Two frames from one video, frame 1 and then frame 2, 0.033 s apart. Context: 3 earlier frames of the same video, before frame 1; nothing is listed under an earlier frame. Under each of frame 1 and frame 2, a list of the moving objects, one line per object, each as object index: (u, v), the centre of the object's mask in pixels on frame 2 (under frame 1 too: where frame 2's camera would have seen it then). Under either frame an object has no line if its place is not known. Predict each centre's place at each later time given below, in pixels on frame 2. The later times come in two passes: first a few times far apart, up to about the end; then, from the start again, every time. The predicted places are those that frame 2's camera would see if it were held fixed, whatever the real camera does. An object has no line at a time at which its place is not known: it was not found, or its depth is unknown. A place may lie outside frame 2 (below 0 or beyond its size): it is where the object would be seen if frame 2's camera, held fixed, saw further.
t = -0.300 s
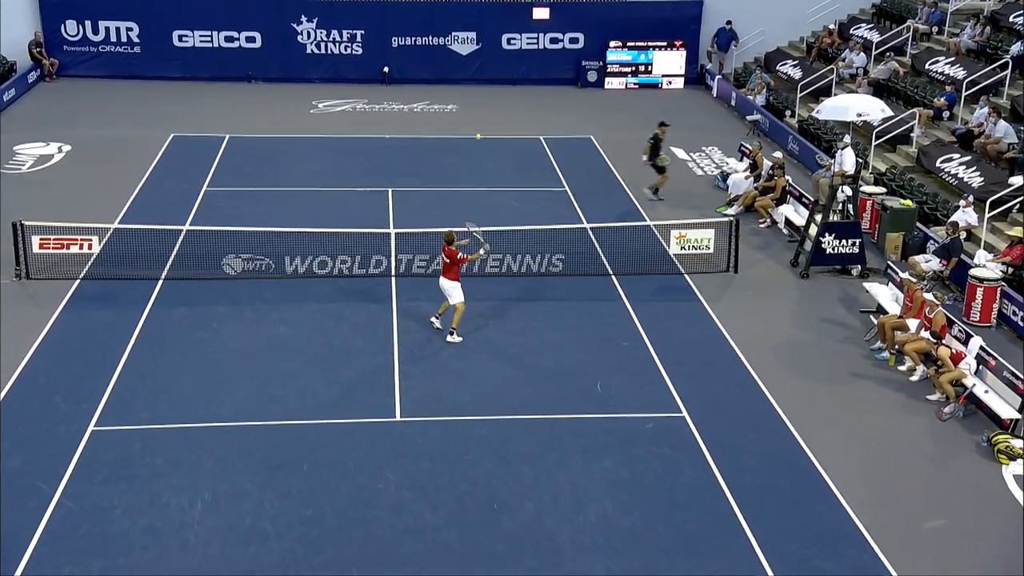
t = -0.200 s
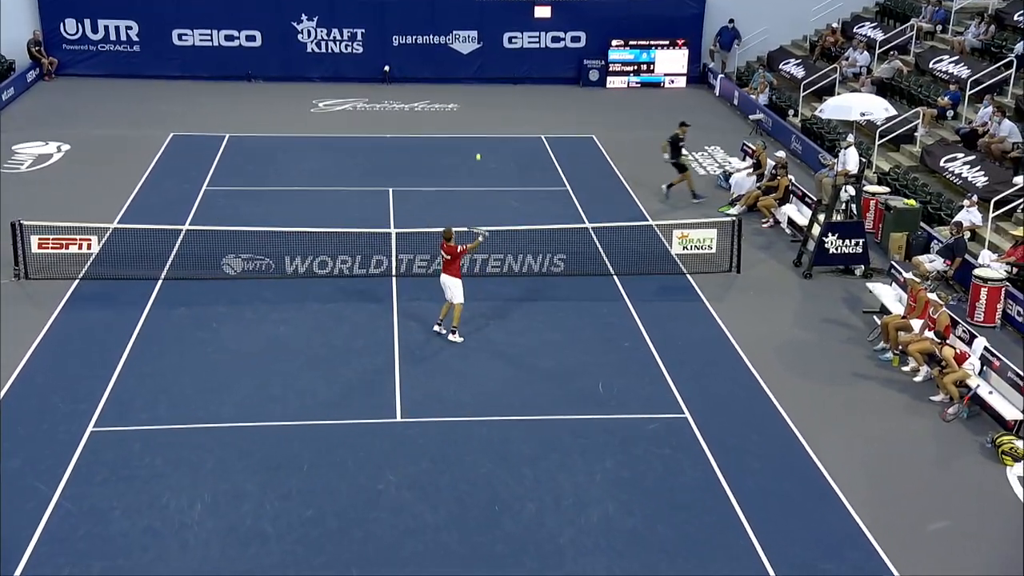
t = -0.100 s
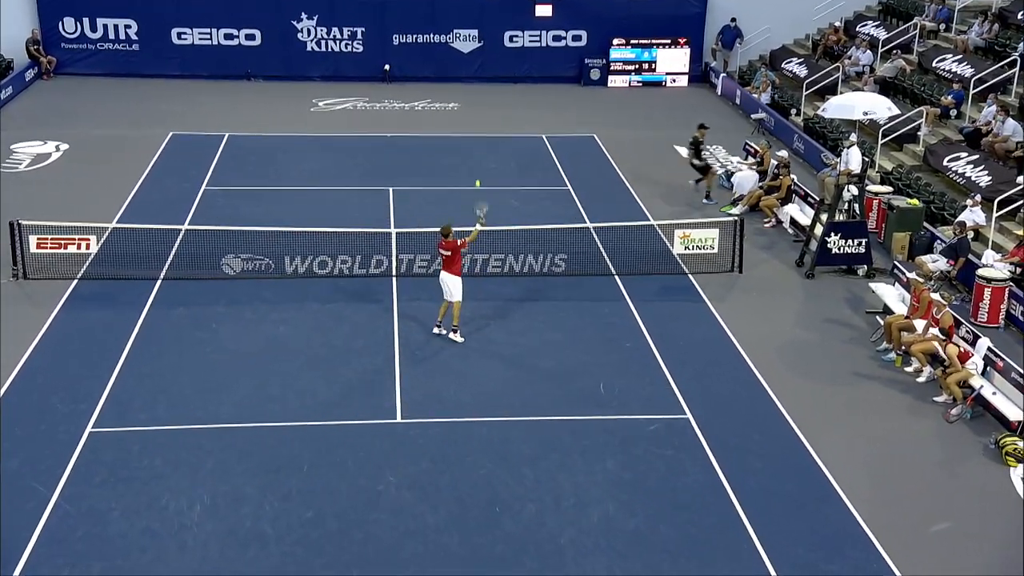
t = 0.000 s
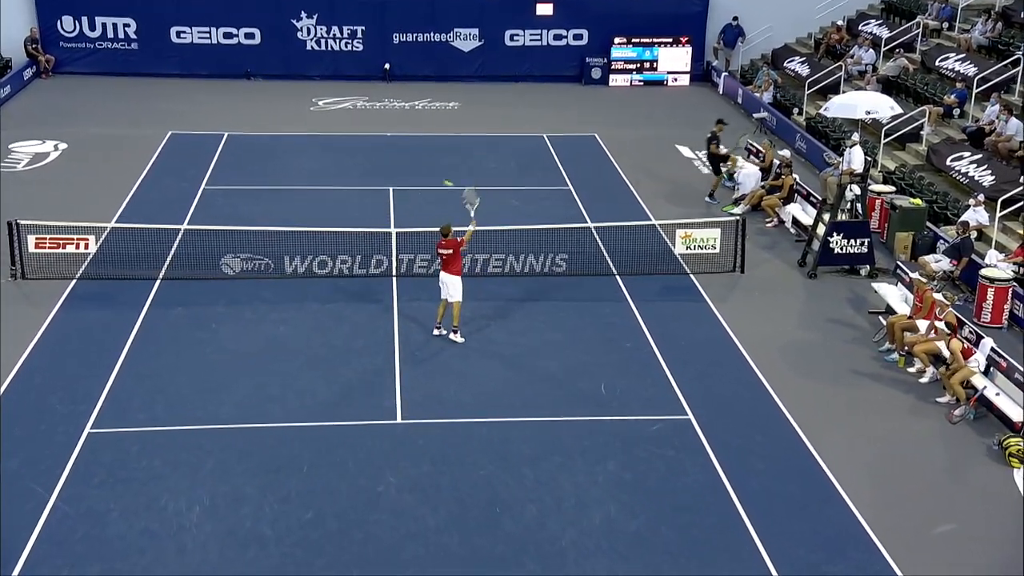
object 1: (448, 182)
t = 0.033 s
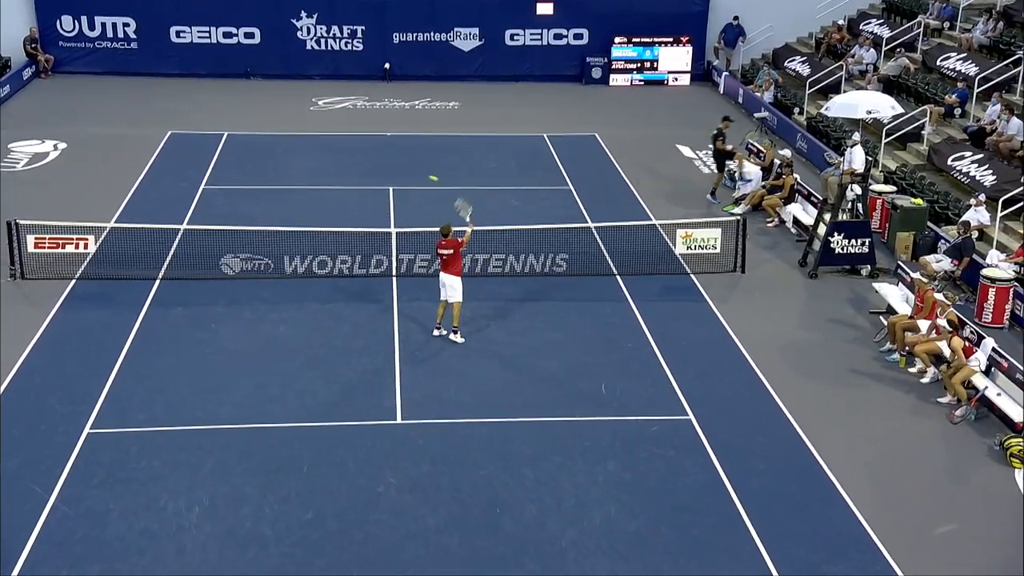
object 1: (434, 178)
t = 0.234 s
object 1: (362, 163)
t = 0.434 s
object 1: (309, 171)
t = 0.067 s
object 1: (420, 173)
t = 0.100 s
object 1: (407, 170)
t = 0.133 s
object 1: (394, 167)
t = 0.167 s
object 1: (383, 165)
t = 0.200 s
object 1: (372, 164)
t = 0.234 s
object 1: (362, 163)
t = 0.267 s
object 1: (352, 163)
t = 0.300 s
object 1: (342, 164)
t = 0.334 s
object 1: (333, 165)
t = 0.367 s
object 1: (325, 166)
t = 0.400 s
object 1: (316, 169)
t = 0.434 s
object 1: (309, 171)
